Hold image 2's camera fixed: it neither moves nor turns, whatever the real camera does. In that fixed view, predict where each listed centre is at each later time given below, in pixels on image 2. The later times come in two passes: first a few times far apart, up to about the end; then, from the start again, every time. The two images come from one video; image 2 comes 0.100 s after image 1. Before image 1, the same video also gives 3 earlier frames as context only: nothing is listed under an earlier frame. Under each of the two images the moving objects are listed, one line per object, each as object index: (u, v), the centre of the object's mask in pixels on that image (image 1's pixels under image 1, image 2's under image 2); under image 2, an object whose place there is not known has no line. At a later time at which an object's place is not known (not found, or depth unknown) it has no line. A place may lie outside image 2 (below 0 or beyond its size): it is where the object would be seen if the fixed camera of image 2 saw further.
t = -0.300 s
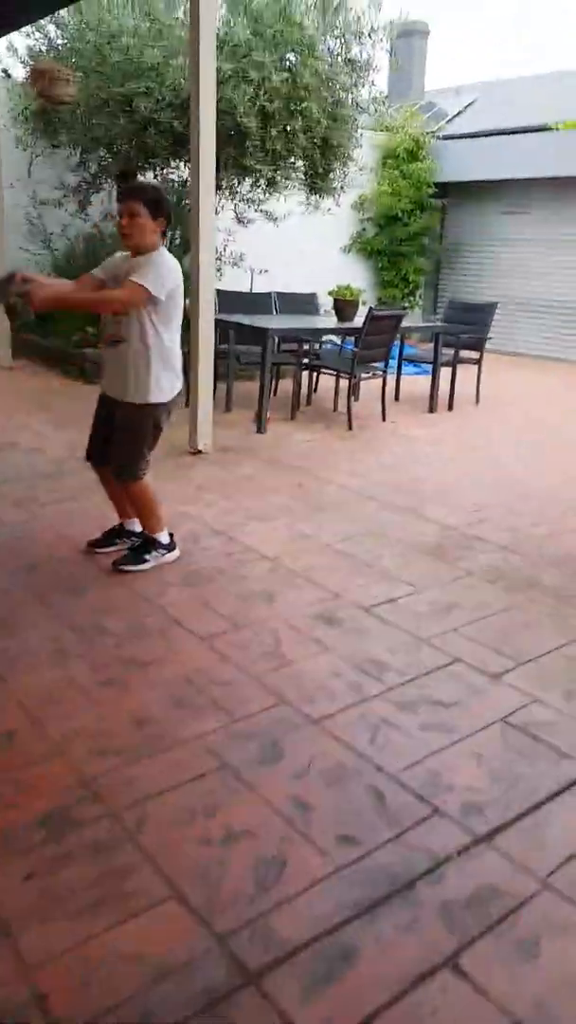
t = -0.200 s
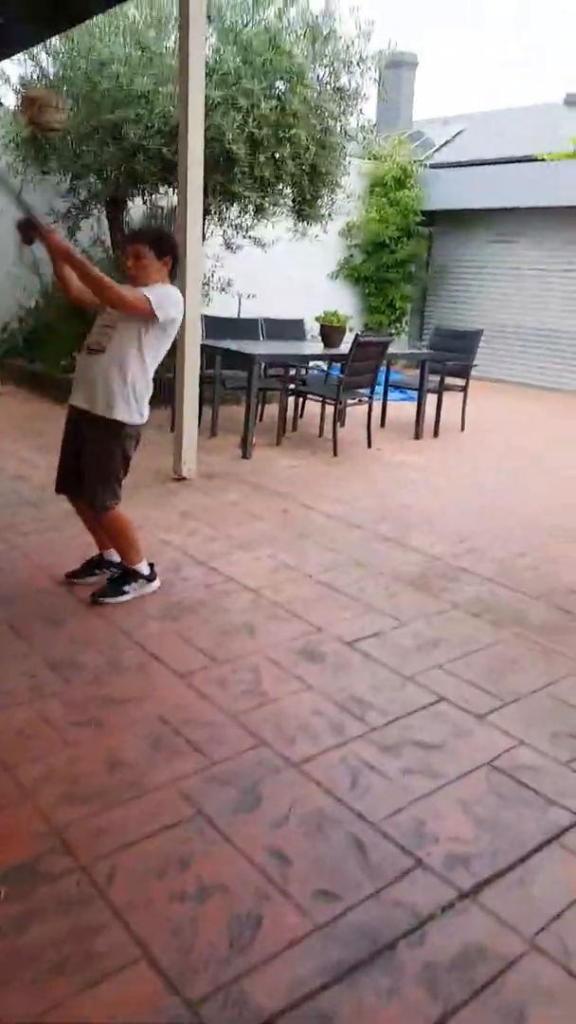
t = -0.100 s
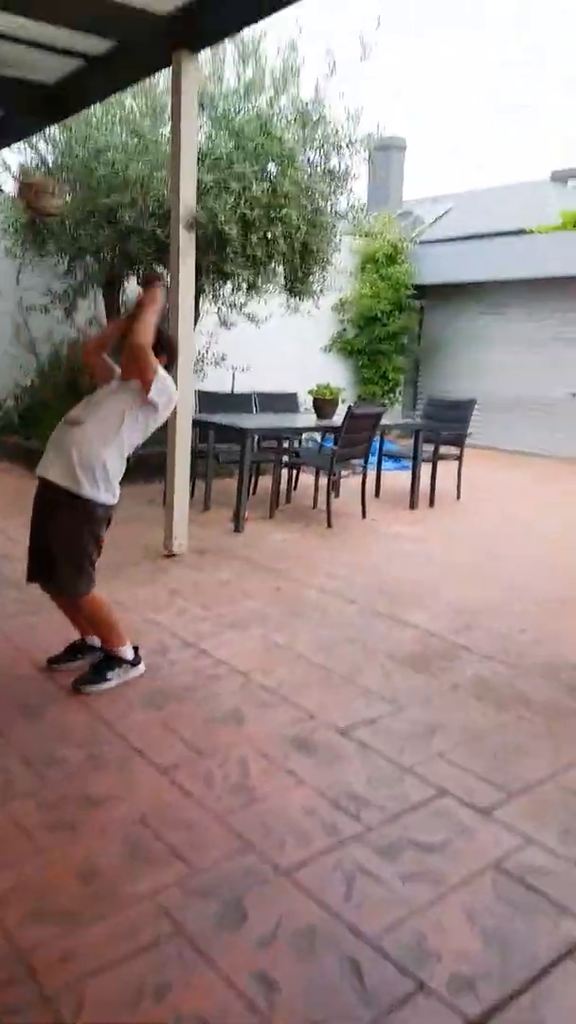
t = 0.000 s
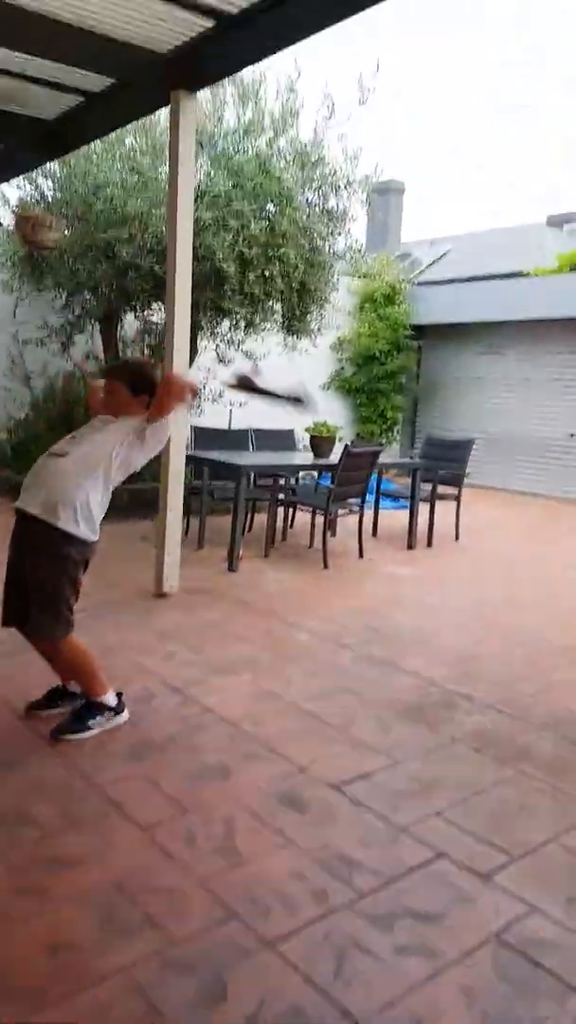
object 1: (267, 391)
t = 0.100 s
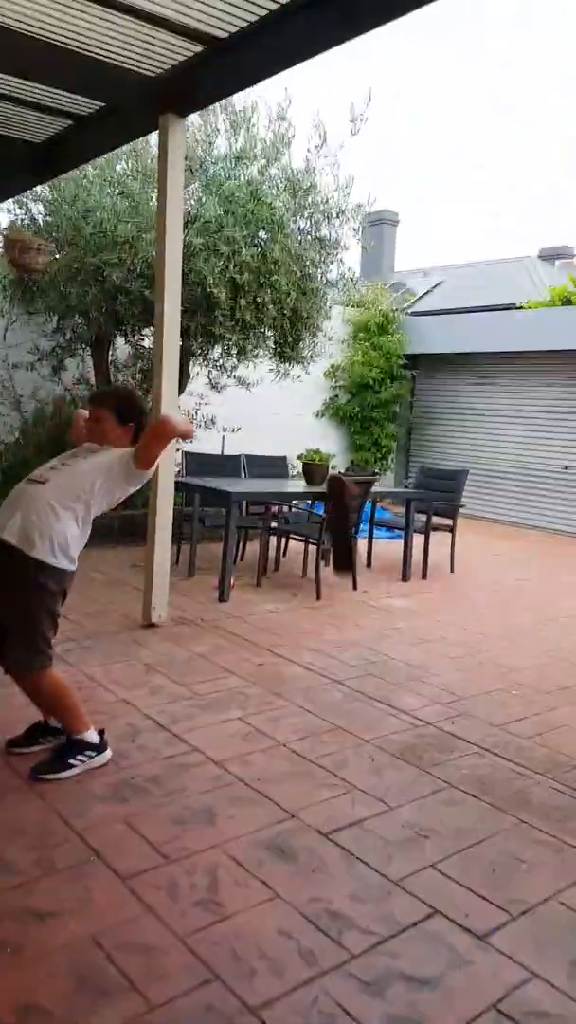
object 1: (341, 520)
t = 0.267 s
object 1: (441, 634)
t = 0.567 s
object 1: (563, 571)
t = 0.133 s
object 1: (363, 560)
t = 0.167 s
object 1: (386, 593)
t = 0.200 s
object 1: (407, 624)
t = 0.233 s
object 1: (423, 647)
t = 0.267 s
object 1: (441, 634)
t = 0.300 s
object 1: (456, 620)
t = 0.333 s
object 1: (472, 604)
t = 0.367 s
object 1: (483, 594)
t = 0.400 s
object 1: (497, 585)
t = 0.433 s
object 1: (510, 578)
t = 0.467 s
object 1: (523, 573)
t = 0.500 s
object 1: (535, 569)
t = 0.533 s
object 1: (549, 569)
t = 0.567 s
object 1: (563, 571)
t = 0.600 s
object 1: (574, 572)
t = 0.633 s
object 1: (583, 574)
